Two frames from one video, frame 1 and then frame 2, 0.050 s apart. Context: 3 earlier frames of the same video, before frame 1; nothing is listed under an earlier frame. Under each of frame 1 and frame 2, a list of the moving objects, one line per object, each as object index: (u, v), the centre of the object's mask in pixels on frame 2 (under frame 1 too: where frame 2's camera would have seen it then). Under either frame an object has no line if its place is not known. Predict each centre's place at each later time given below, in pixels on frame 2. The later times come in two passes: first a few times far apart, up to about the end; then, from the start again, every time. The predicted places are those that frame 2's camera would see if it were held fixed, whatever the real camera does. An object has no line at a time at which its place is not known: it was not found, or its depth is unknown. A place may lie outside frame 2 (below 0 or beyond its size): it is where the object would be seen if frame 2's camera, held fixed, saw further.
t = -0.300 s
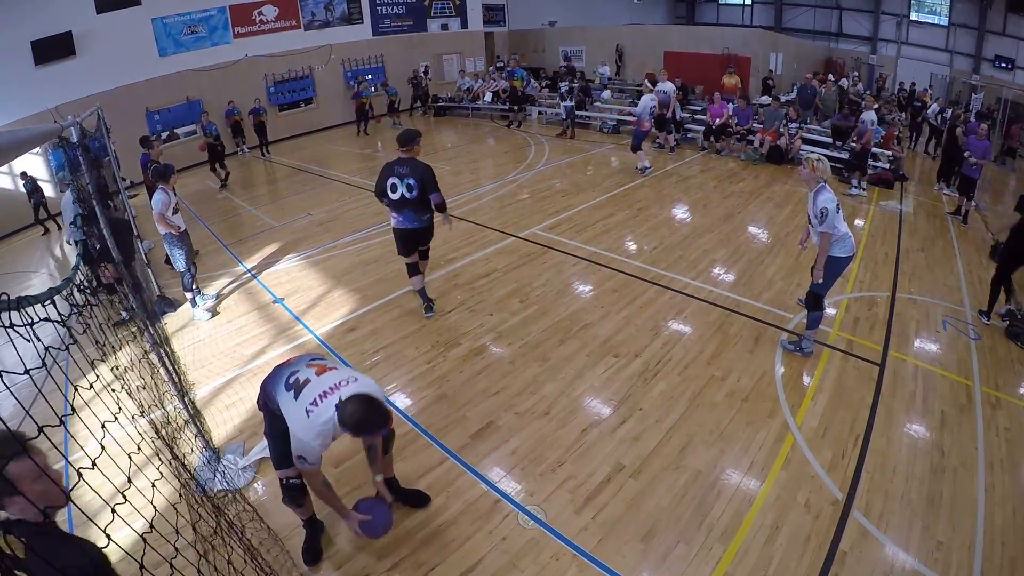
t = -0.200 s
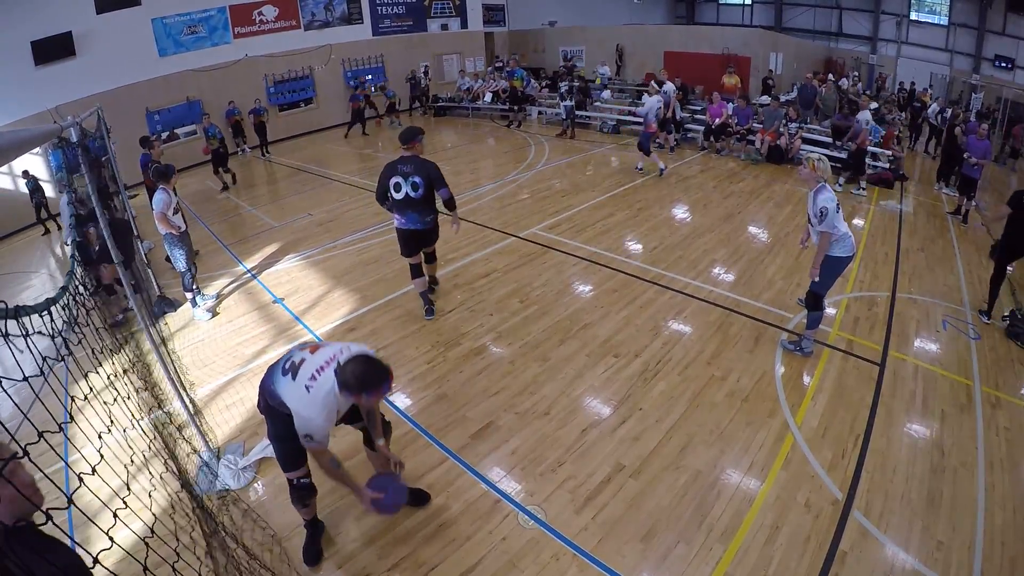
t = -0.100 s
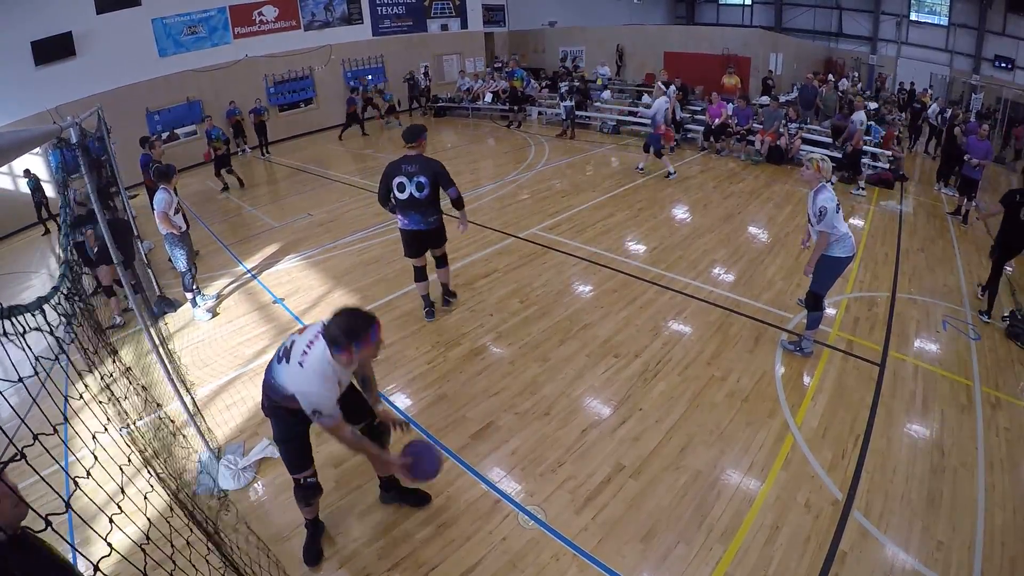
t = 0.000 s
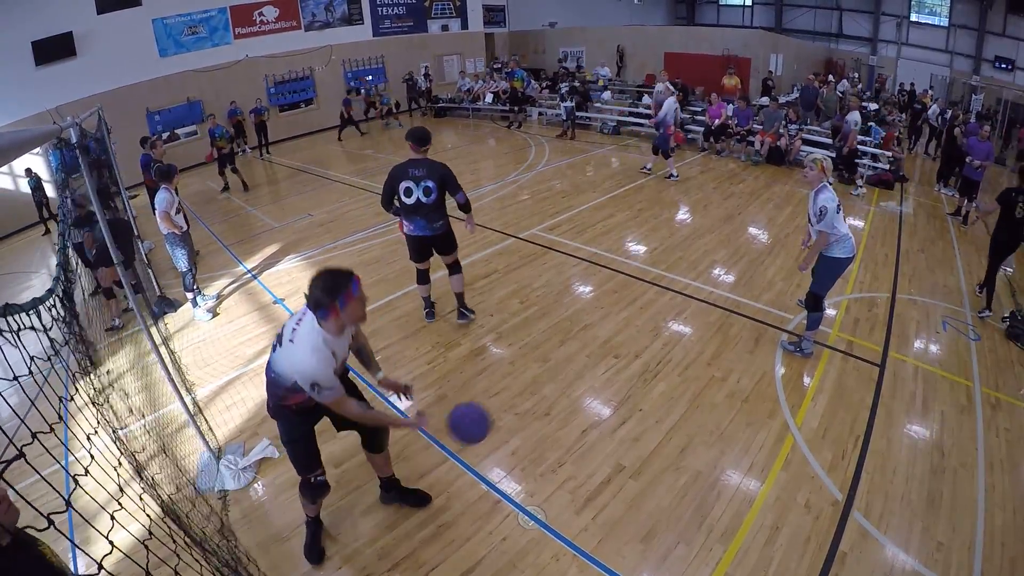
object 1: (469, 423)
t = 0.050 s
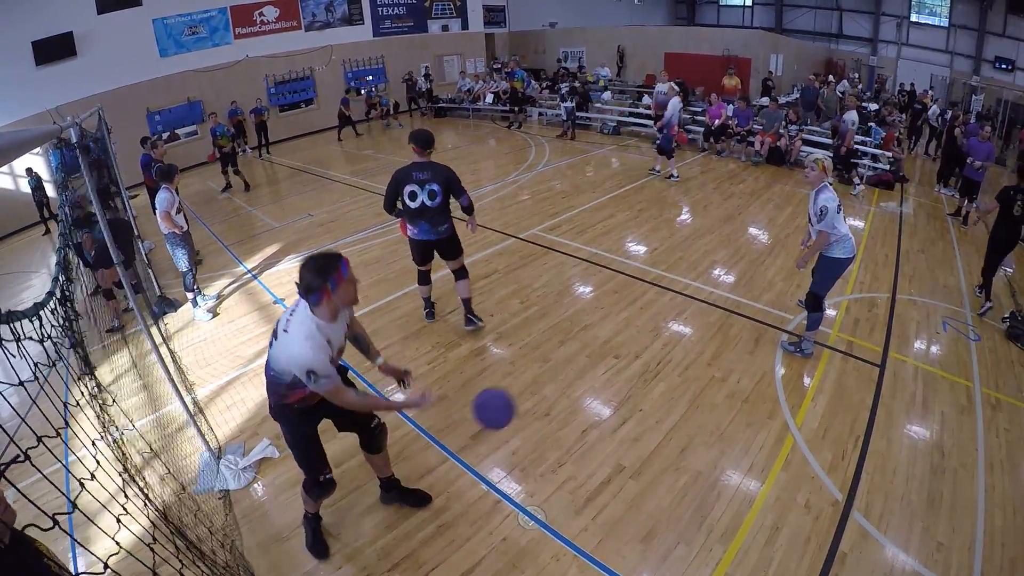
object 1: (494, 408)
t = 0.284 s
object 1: (593, 389)
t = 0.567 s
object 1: (665, 352)
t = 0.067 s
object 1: (502, 404)
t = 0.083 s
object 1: (510, 401)
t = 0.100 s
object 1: (518, 398)
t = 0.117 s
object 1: (526, 395)
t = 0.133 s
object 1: (533, 392)
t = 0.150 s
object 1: (541, 390)
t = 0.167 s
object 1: (548, 389)
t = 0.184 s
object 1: (555, 388)
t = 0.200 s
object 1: (562, 387)
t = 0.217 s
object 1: (569, 387)
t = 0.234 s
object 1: (575, 387)
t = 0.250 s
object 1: (581, 387)
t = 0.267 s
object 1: (587, 388)
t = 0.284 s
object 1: (593, 389)
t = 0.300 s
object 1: (599, 390)
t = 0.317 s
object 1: (605, 392)
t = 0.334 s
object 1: (610, 394)
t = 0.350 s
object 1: (614, 396)
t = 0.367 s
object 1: (619, 399)
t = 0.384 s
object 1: (623, 401)
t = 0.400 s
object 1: (627, 404)
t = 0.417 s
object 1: (630, 406)
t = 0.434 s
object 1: (634, 401)
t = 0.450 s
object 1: (639, 393)
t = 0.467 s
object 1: (643, 386)
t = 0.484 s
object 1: (646, 380)
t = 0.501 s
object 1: (650, 374)
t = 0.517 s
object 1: (654, 368)
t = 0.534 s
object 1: (658, 362)
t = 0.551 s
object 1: (661, 357)
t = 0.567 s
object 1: (665, 352)
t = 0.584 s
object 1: (668, 348)
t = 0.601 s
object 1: (672, 344)
